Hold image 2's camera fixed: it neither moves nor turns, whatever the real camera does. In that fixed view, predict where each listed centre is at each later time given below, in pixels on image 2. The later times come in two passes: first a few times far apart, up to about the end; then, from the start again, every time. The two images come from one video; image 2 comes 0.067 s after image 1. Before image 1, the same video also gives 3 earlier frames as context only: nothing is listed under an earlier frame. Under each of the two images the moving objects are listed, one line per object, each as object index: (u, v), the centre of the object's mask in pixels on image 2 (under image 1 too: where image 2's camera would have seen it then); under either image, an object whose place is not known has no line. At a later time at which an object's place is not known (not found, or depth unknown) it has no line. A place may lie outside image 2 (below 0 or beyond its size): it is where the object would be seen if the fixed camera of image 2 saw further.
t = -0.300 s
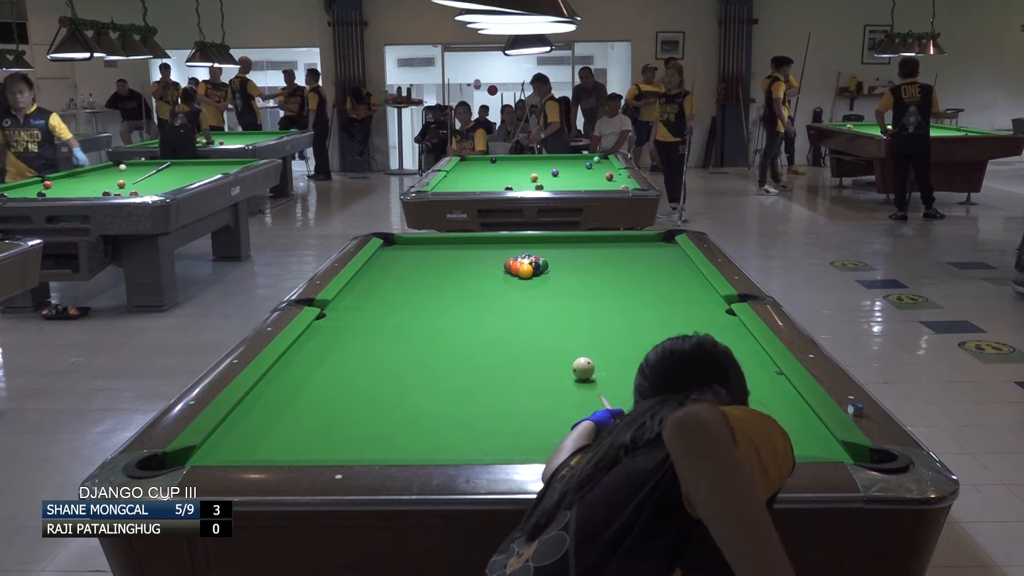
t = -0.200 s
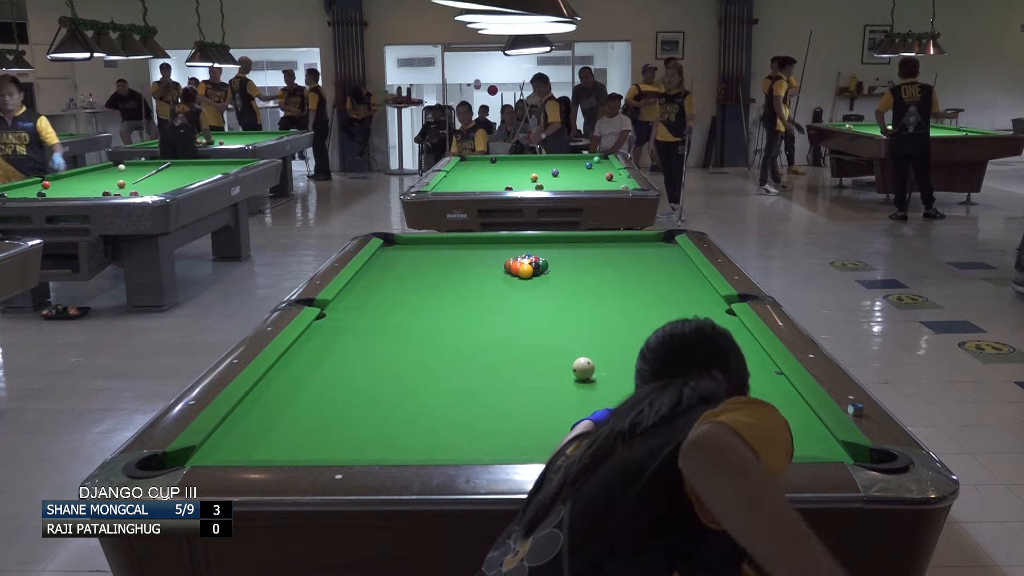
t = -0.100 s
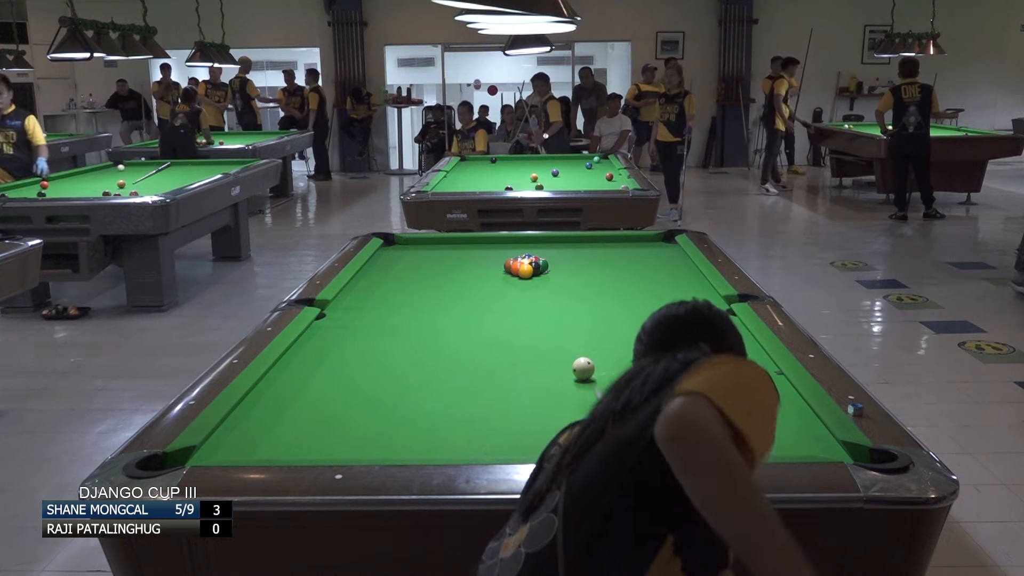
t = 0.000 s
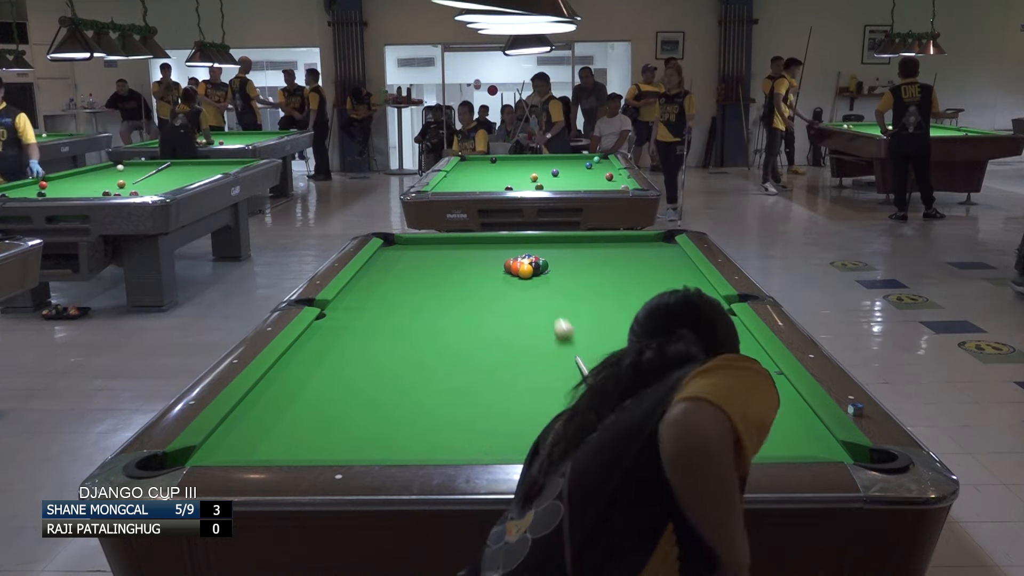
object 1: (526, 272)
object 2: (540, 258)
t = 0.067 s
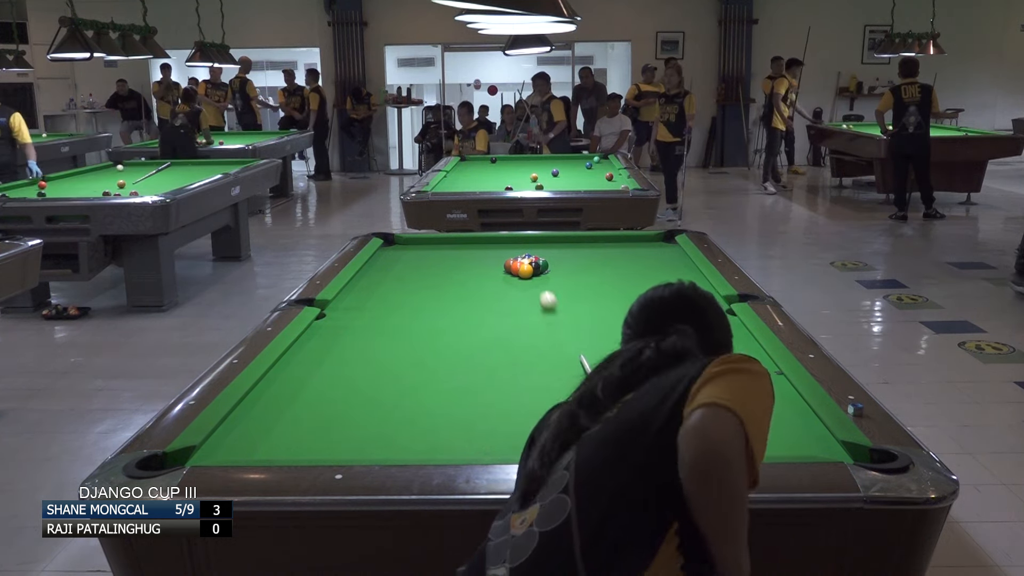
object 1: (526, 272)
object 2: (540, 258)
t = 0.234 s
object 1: (510, 275)
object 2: (557, 259)
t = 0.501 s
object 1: (471, 285)
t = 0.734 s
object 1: (435, 294)
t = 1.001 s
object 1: (390, 306)
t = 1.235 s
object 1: (349, 317)
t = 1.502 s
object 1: (324, 328)
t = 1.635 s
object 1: (329, 333)
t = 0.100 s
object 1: (526, 272)
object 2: (539, 259)
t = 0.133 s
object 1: (525, 271)
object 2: (539, 258)
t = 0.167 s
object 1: (523, 272)
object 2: (542, 258)
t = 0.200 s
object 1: (516, 273)
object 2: (551, 259)
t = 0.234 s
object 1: (510, 275)
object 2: (557, 259)
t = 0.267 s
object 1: (505, 276)
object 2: (562, 260)
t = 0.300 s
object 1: (500, 277)
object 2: (567, 260)
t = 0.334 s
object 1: (495, 278)
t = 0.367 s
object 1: (491, 280)
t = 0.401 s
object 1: (486, 281)
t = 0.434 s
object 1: (481, 282)
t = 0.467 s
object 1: (476, 283)
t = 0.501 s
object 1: (471, 285)
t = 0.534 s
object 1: (466, 286)
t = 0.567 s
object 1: (461, 287)
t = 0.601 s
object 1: (456, 289)
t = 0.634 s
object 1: (451, 290)
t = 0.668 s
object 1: (445, 291)
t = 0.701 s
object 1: (440, 293)
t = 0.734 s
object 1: (435, 294)
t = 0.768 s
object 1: (429, 296)
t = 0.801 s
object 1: (424, 297)
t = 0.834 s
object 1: (419, 299)
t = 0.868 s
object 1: (413, 300)
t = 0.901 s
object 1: (407, 301)
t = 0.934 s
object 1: (402, 303)
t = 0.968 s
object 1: (396, 304)
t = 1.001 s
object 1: (390, 306)
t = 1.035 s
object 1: (385, 307)
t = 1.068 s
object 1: (379, 309)
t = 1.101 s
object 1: (373, 310)
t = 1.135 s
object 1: (367, 312)
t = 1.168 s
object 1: (361, 313)
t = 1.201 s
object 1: (355, 315)
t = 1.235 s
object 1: (349, 317)
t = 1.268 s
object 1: (343, 318)
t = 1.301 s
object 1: (337, 320)
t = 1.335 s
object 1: (331, 321)
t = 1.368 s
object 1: (325, 323)
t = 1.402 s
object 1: (319, 324)
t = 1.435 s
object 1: (321, 326)
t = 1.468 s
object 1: (322, 327)
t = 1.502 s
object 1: (324, 328)
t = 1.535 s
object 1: (325, 329)
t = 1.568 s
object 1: (326, 330)
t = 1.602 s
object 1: (328, 331)
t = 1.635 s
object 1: (329, 333)
